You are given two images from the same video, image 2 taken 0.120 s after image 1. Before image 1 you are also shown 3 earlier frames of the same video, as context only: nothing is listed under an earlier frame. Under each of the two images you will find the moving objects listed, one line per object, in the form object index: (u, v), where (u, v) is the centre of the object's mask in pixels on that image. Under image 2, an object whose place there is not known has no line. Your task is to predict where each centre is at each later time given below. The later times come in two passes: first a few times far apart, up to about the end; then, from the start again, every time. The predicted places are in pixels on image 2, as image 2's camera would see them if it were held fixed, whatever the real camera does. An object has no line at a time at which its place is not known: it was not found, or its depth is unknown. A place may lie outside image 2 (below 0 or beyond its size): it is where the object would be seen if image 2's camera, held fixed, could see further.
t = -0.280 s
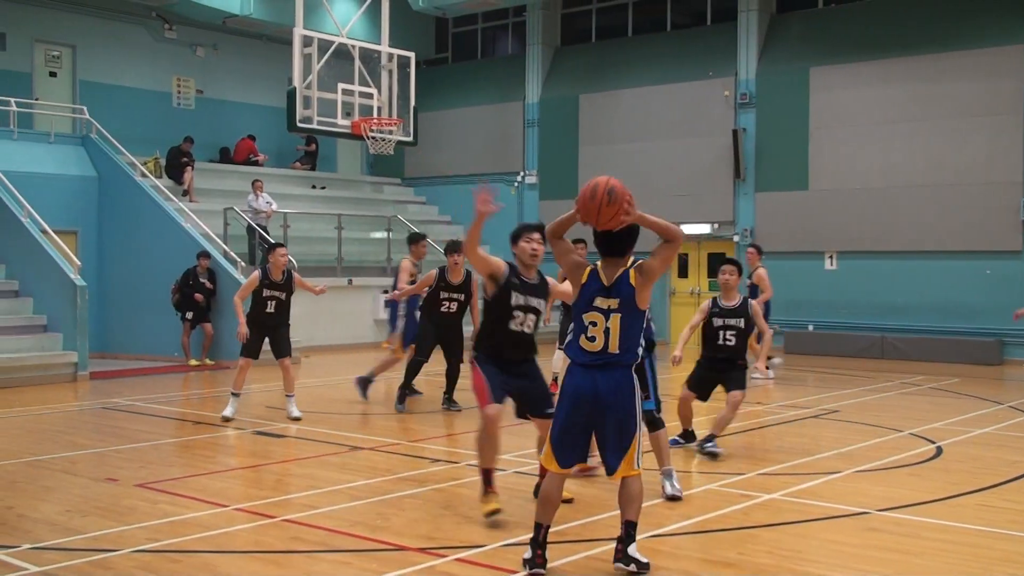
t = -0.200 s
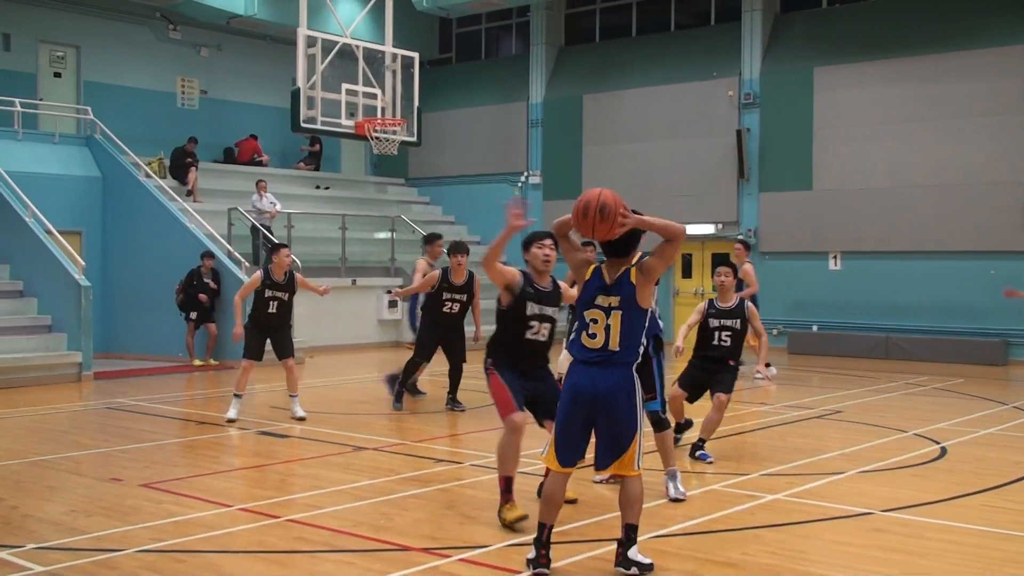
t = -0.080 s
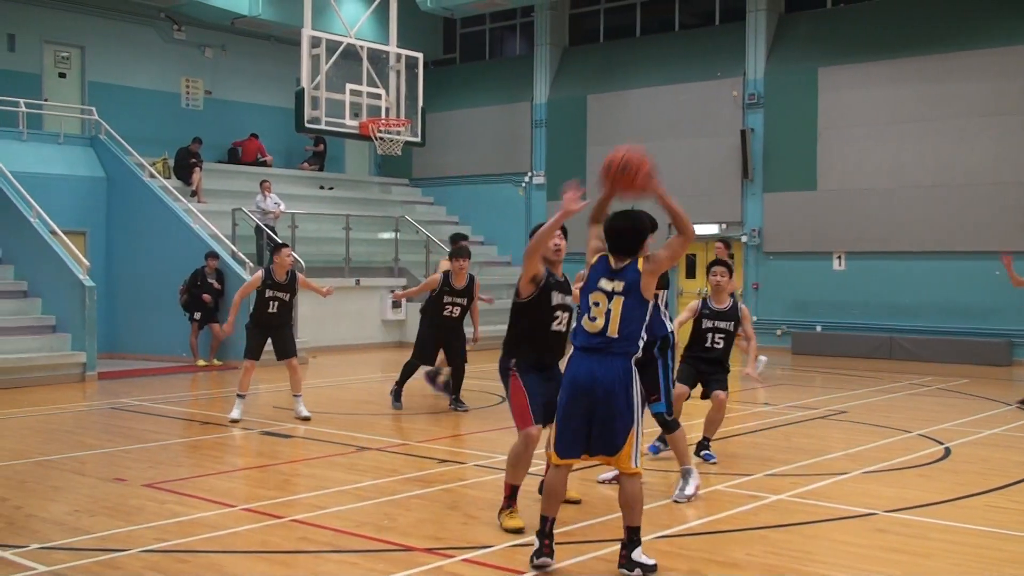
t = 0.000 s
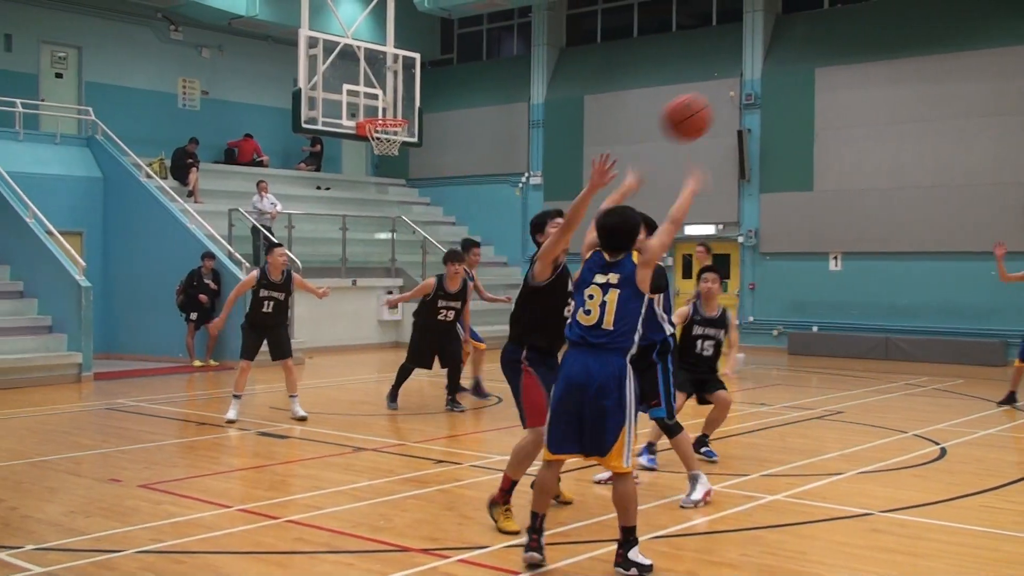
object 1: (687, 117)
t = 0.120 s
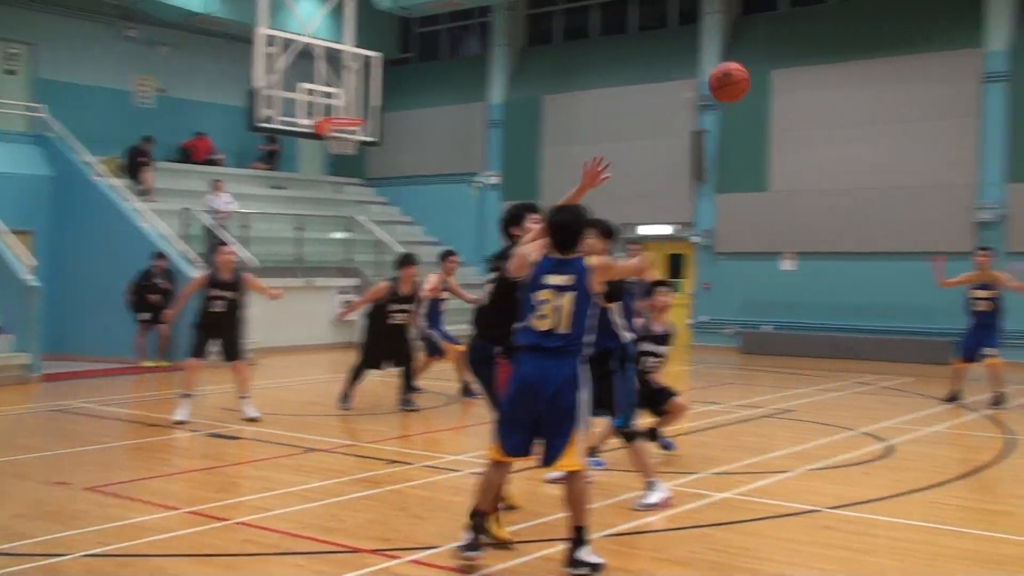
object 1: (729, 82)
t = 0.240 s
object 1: (794, 75)
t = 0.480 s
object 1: (882, 121)
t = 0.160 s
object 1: (753, 77)
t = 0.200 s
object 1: (774, 75)
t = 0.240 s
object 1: (794, 75)
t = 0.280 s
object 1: (811, 78)
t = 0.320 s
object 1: (827, 84)
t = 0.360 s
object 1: (842, 91)
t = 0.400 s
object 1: (857, 100)
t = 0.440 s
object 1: (870, 110)
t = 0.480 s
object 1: (882, 121)
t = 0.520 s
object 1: (894, 134)
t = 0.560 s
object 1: (905, 147)
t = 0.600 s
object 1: (915, 162)
